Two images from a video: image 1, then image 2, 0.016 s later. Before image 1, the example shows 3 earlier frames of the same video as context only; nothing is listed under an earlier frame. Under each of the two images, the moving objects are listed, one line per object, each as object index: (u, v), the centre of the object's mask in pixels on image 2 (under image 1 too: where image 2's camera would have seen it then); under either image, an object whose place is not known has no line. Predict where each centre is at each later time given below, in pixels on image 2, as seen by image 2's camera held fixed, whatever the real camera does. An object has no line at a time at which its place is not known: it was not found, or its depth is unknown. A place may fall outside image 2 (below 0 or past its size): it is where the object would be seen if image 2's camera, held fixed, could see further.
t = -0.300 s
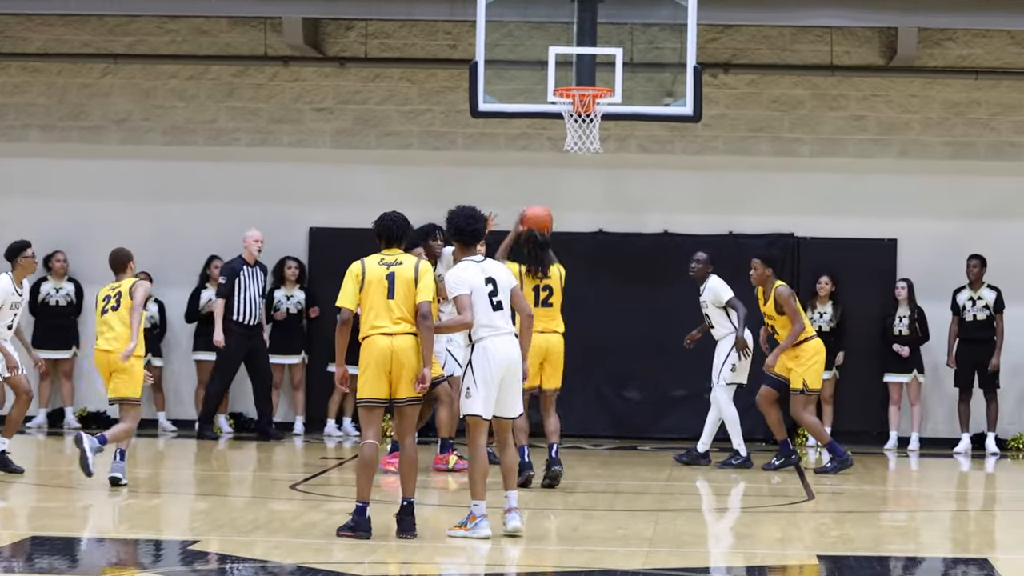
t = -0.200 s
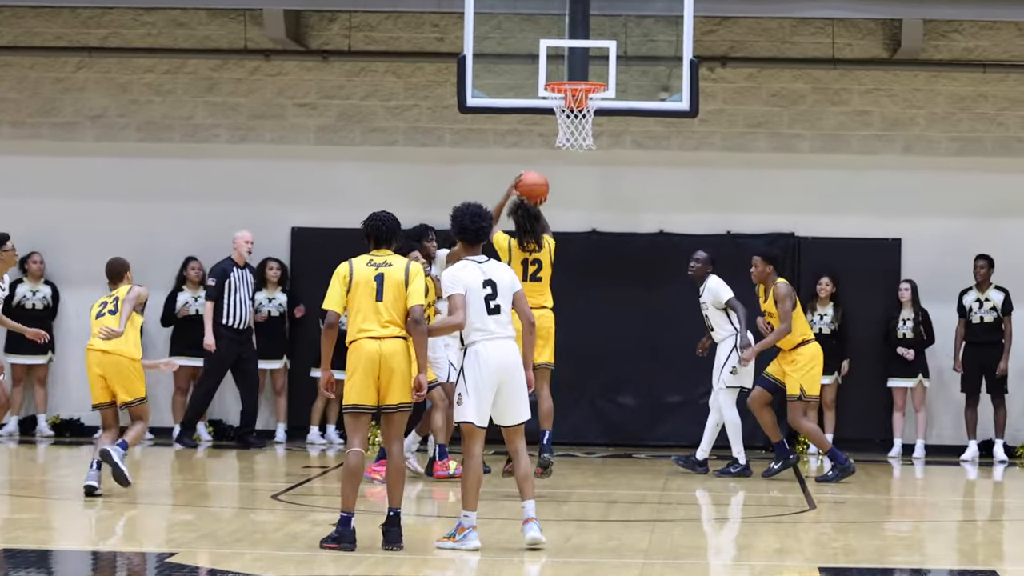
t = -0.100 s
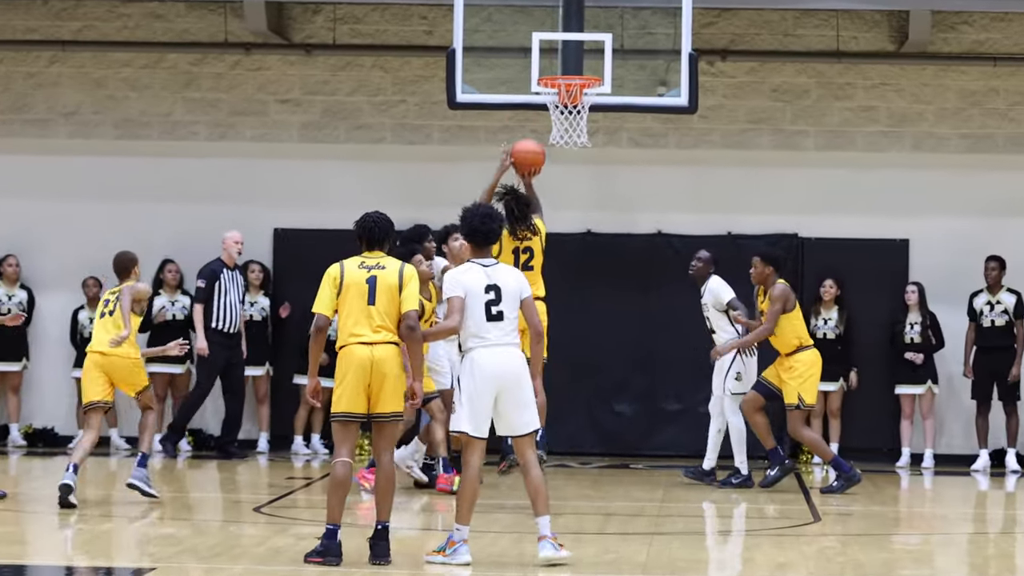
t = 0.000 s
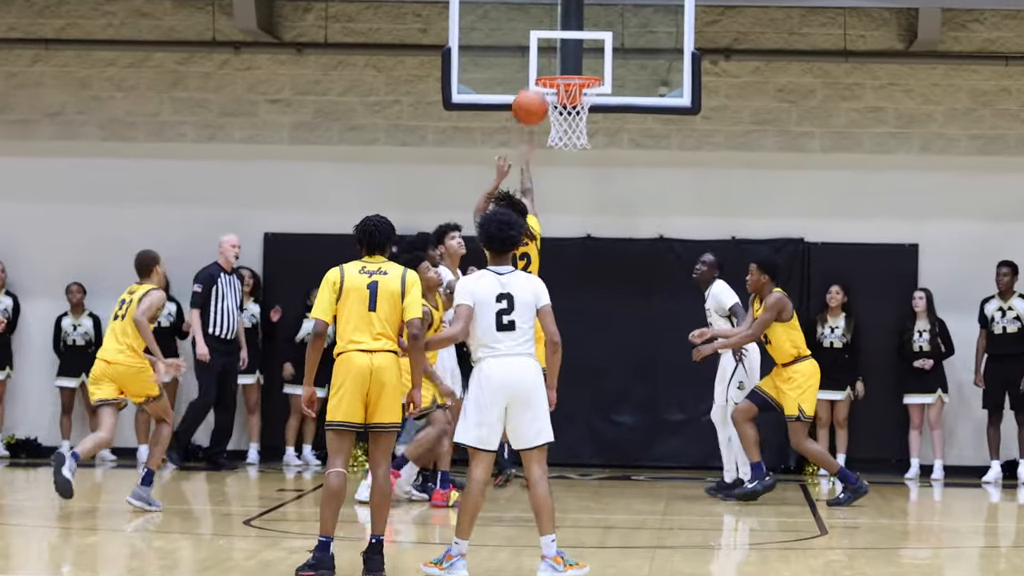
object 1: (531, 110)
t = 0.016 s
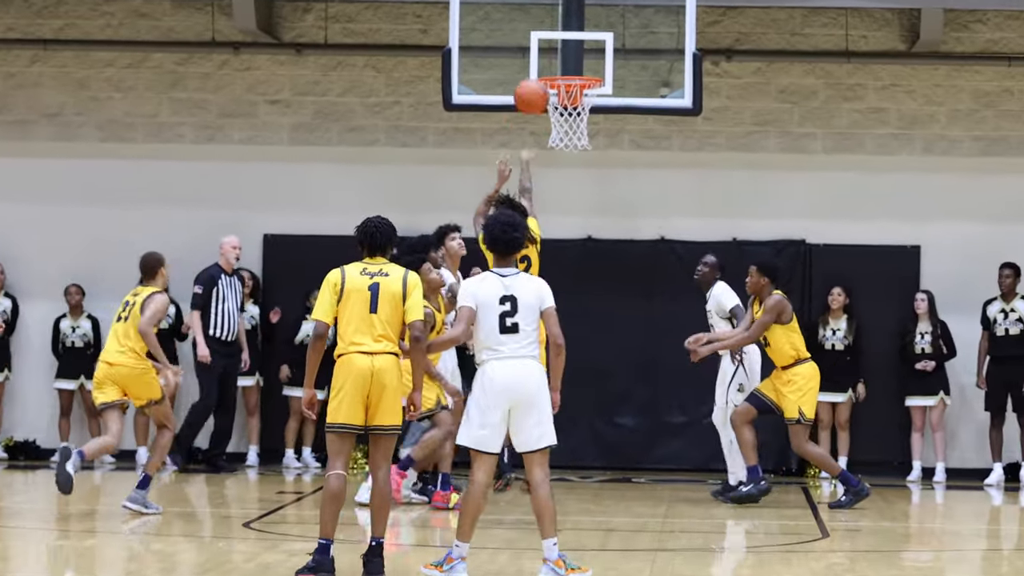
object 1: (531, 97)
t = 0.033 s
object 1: (532, 86)
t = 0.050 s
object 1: (533, 75)
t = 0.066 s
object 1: (535, 66)
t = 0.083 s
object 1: (536, 55)
